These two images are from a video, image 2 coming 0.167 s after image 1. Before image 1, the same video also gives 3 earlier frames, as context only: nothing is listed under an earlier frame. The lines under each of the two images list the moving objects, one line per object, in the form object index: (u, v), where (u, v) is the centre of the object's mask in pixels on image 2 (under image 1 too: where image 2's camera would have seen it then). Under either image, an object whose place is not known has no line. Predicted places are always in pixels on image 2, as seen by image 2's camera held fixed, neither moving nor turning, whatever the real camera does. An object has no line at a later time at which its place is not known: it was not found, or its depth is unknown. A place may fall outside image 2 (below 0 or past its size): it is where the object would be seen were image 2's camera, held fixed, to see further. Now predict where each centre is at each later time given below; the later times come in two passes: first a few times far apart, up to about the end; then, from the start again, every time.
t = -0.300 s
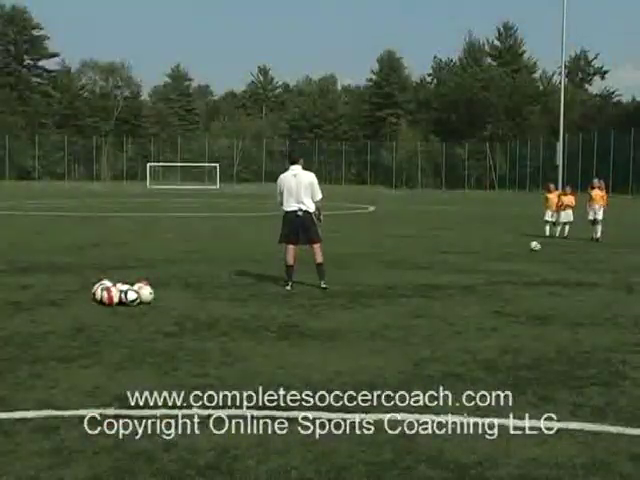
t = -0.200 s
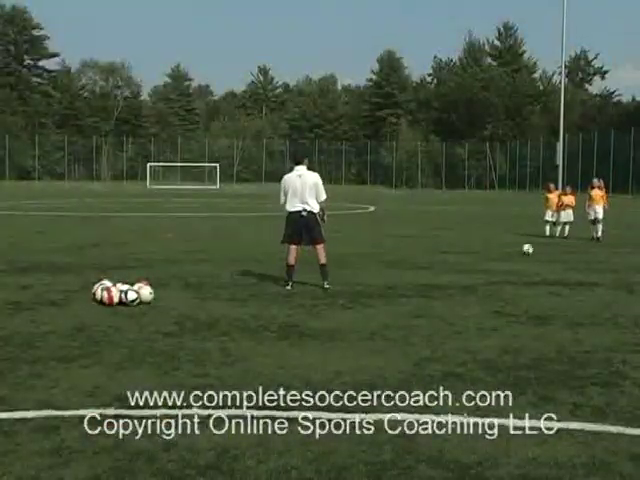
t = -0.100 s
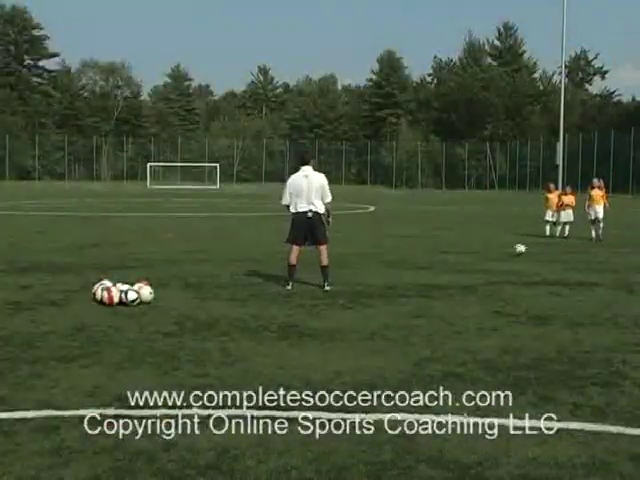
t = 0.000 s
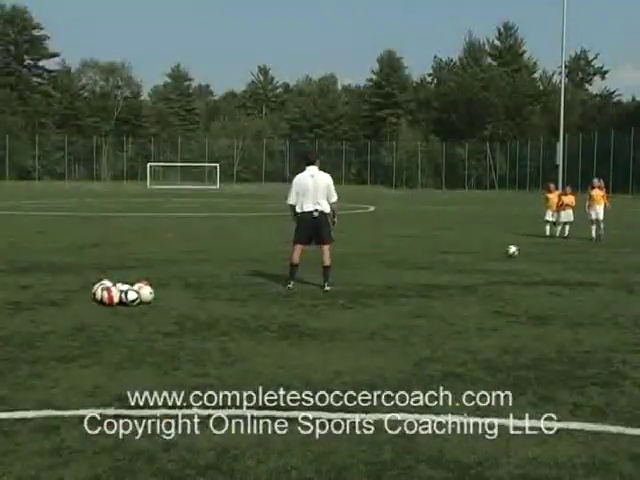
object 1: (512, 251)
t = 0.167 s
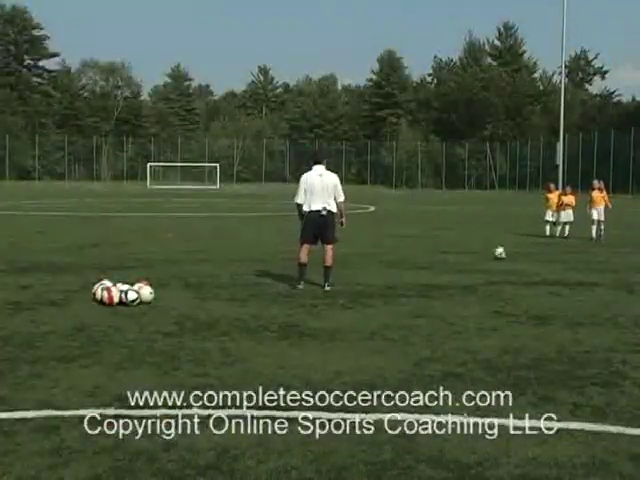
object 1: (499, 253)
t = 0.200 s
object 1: (496, 253)
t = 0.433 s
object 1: (478, 258)
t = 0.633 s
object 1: (461, 260)
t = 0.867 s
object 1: (442, 263)
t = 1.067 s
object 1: (424, 267)
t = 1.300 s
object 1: (404, 272)
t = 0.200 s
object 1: (496, 253)
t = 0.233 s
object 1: (493, 254)
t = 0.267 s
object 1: (491, 255)
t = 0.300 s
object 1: (488, 255)
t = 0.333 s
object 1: (485, 255)
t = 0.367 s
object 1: (483, 256)
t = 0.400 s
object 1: (480, 257)
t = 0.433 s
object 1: (478, 258)
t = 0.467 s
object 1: (475, 258)
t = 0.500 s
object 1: (473, 259)
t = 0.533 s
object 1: (470, 260)
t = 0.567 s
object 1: (467, 260)
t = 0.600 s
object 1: (464, 260)
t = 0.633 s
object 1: (461, 260)
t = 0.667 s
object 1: (458, 261)
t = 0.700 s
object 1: (456, 262)
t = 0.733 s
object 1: (453, 262)
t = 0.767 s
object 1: (450, 263)
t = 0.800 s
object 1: (447, 263)
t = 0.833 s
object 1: (444, 263)
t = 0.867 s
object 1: (442, 263)
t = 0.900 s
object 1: (439, 264)
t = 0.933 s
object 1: (436, 265)
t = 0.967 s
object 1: (433, 266)
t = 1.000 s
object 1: (430, 266)
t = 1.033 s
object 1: (427, 267)
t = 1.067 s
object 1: (424, 267)
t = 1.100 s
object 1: (421, 268)
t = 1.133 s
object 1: (418, 269)
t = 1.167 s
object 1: (415, 269)
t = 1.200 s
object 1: (412, 270)
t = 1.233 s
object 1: (410, 270)
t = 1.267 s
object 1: (406, 272)
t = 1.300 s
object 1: (404, 272)
